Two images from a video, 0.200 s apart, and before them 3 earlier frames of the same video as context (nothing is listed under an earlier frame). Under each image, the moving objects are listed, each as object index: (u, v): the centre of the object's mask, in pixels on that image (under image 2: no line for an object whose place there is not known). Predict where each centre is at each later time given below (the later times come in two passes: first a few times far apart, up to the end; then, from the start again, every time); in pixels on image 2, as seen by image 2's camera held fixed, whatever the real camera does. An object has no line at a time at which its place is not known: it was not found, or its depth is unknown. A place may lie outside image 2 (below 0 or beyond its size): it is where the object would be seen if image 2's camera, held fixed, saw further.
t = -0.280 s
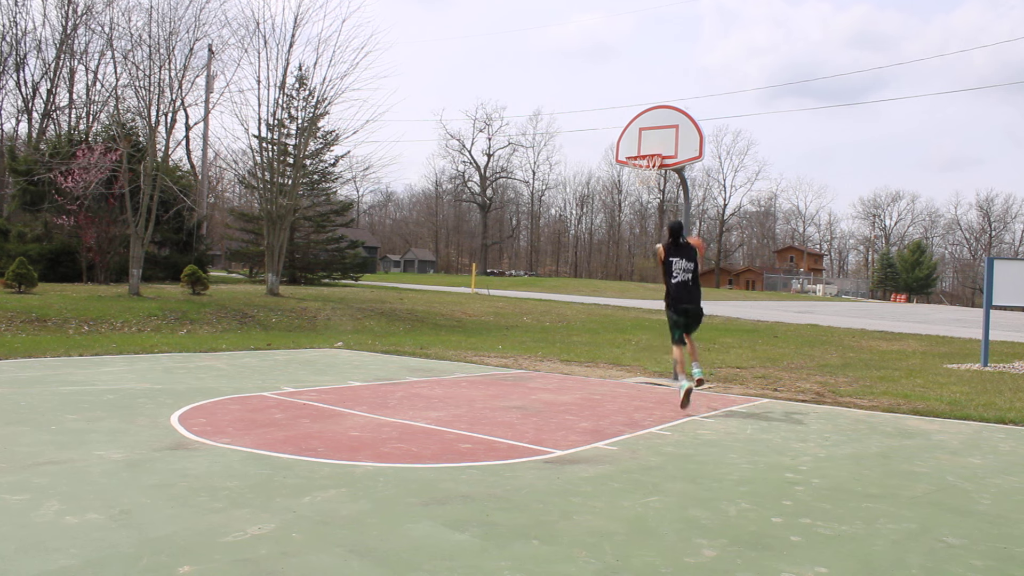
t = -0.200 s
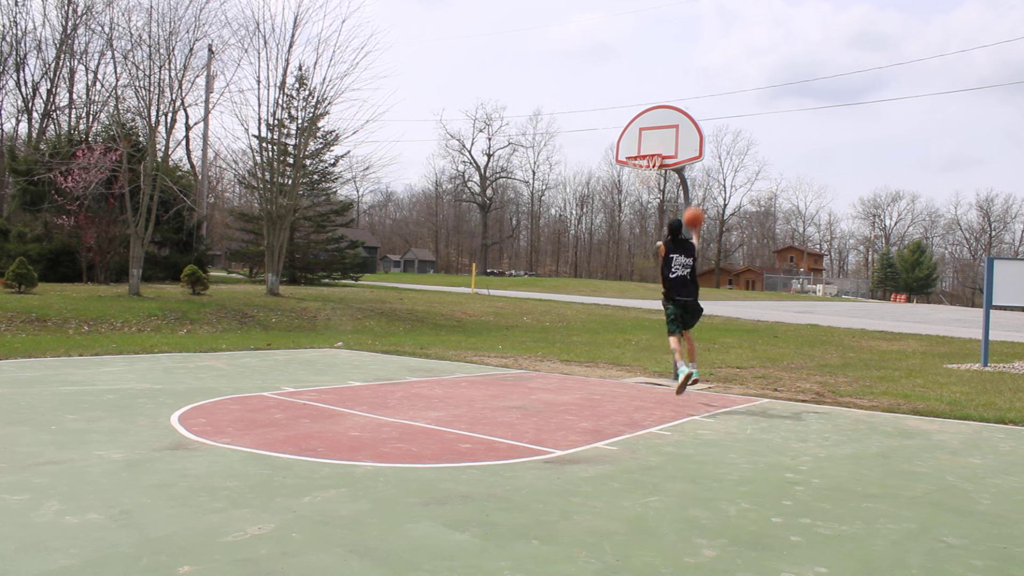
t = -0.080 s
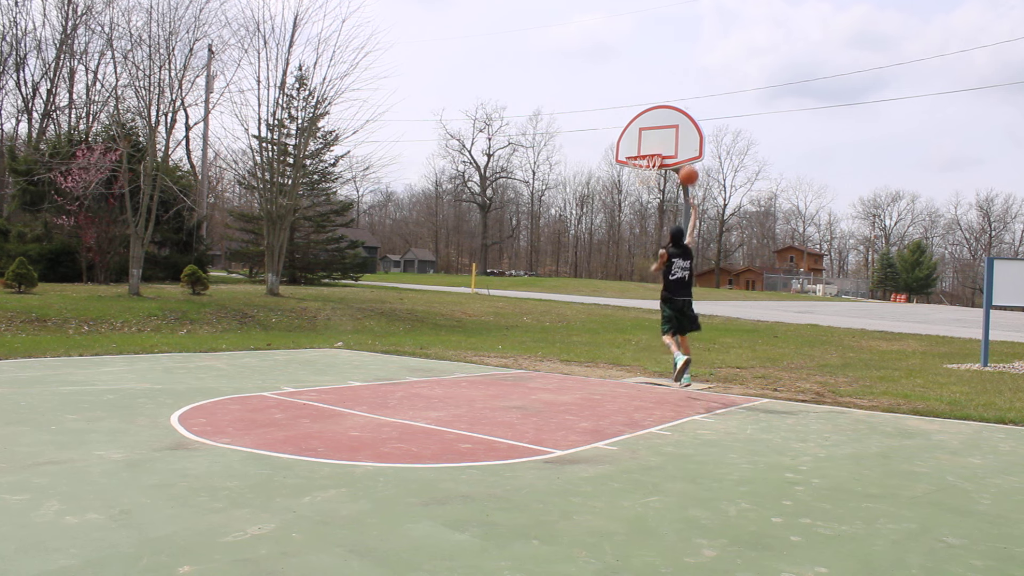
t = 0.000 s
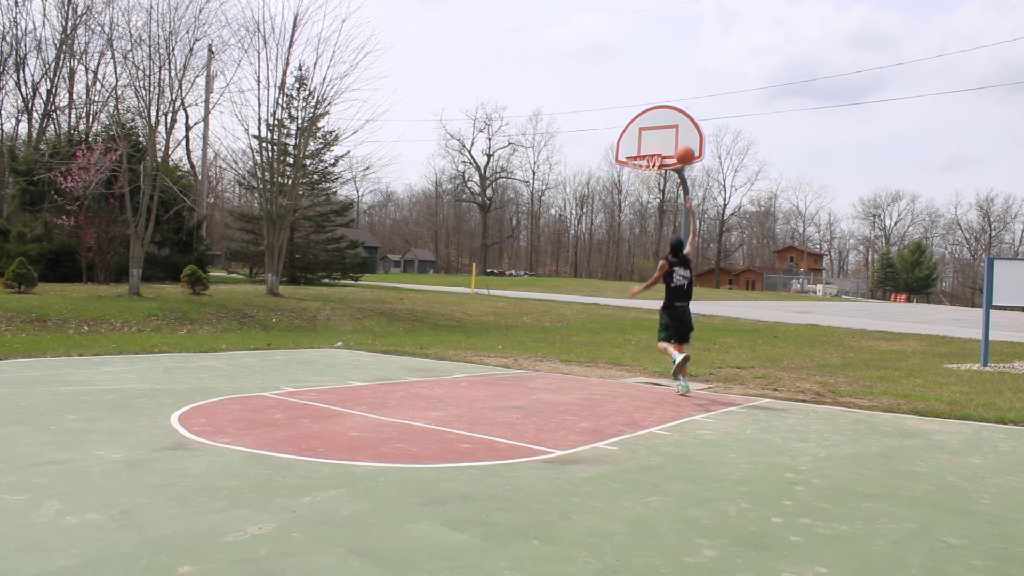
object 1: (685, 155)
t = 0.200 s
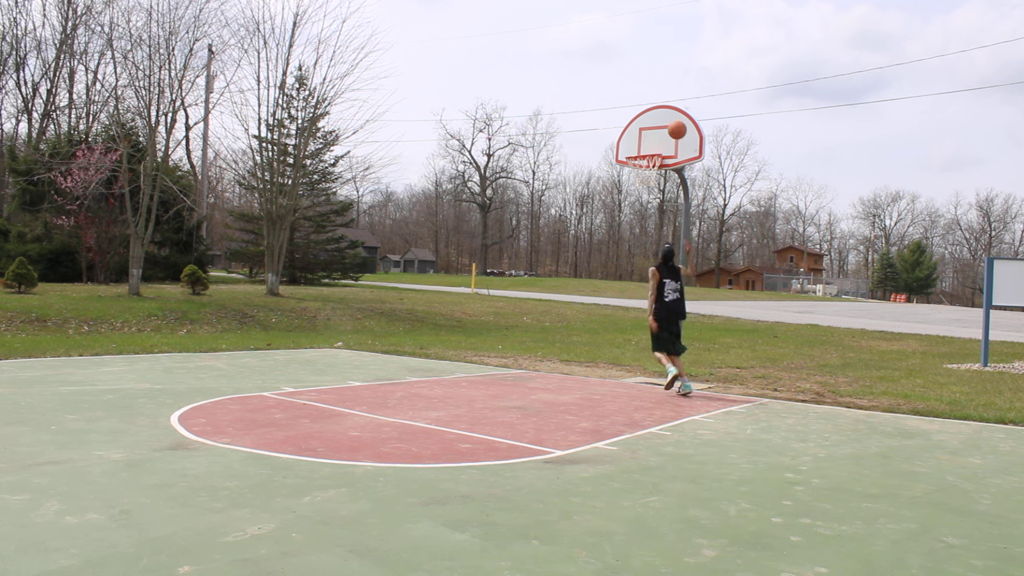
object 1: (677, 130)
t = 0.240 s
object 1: (675, 128)
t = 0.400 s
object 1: (666, 132)
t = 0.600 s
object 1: (641, 149)
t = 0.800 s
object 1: (646, 180)
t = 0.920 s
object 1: (647, 190)
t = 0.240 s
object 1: (675, 128)
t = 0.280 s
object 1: (674, 128)
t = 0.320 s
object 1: (672, 130)
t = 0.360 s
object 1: (671, 132)
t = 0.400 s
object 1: (666, 132)
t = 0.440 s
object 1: (661, 133)
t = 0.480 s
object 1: (656, 136)
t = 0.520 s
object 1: (651, 140)
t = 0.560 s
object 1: (646, 145)
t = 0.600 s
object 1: (641, 149)
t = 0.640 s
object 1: (637, 152)
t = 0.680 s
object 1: (638, 164)
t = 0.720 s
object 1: (642, 168)
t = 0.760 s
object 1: (646, 176)
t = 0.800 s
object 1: (646, 180)
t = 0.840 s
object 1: (647, 185)
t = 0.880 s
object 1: (647, 184)
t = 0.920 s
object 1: (647, 190)
